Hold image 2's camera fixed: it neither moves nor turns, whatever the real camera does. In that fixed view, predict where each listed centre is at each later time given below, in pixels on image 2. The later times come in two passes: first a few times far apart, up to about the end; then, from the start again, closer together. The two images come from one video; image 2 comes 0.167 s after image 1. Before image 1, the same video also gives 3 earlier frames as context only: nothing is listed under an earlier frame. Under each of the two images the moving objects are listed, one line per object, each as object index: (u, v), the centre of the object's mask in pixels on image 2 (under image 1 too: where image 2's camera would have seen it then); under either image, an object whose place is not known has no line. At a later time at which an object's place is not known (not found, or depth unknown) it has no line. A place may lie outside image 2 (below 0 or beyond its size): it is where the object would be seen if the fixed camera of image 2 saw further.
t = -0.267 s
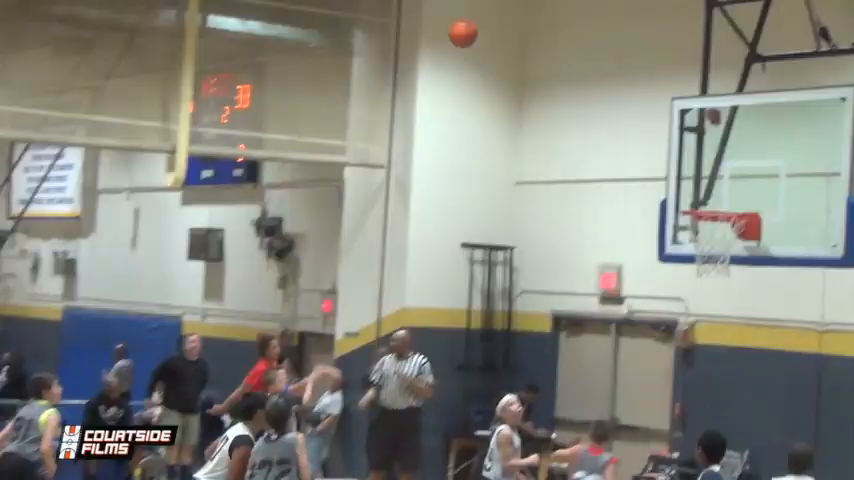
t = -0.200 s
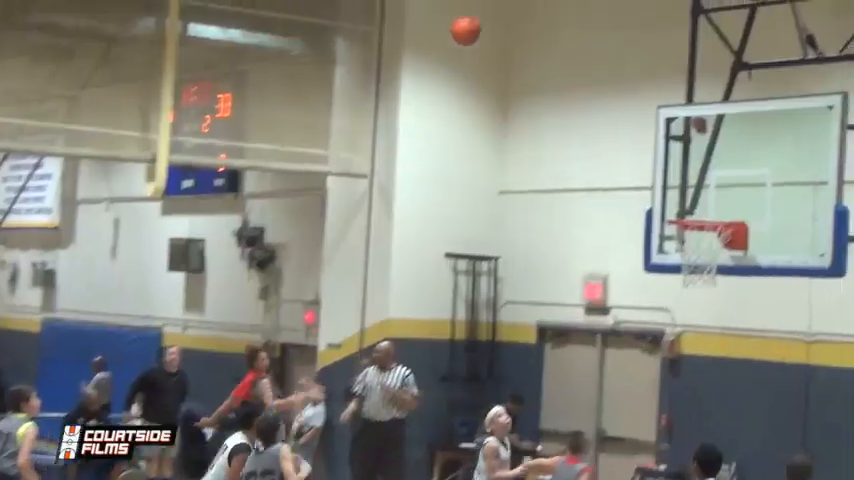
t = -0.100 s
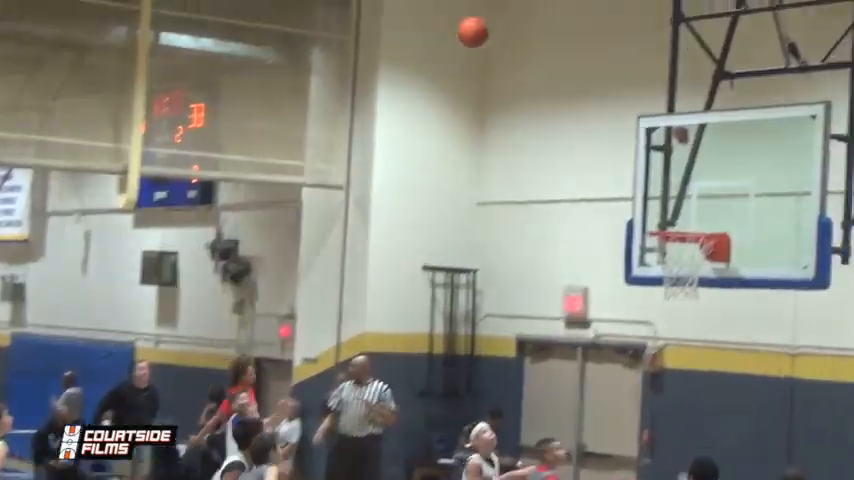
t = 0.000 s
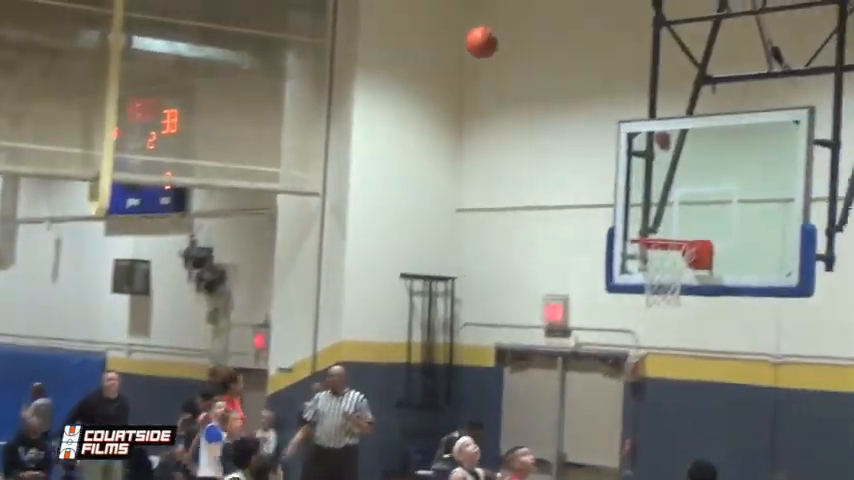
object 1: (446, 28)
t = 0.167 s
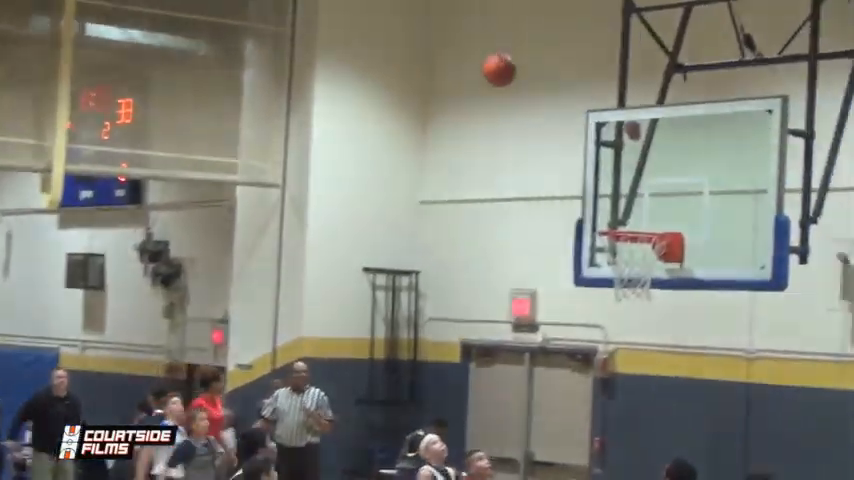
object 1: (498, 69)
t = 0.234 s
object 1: (520, 97)
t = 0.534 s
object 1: (525, 231)
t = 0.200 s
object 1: (510, 83)
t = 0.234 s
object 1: (520, 97)
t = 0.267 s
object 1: (531, 113)
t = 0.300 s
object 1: (542, 131)
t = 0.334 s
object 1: (553, 151)
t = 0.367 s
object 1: (562, 172)
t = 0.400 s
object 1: (572, 196)
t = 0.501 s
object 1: (547, 228)
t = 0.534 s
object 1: (525, 231)
